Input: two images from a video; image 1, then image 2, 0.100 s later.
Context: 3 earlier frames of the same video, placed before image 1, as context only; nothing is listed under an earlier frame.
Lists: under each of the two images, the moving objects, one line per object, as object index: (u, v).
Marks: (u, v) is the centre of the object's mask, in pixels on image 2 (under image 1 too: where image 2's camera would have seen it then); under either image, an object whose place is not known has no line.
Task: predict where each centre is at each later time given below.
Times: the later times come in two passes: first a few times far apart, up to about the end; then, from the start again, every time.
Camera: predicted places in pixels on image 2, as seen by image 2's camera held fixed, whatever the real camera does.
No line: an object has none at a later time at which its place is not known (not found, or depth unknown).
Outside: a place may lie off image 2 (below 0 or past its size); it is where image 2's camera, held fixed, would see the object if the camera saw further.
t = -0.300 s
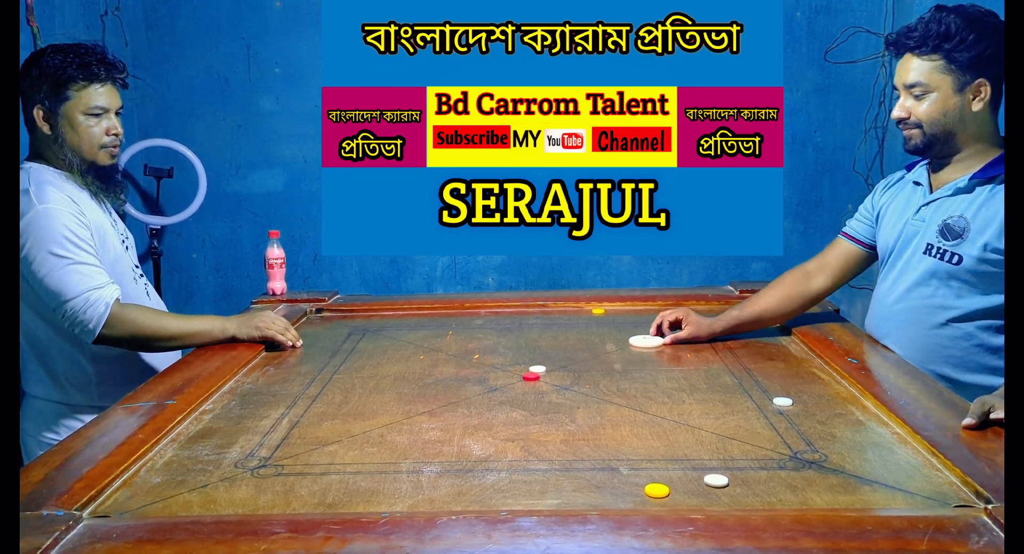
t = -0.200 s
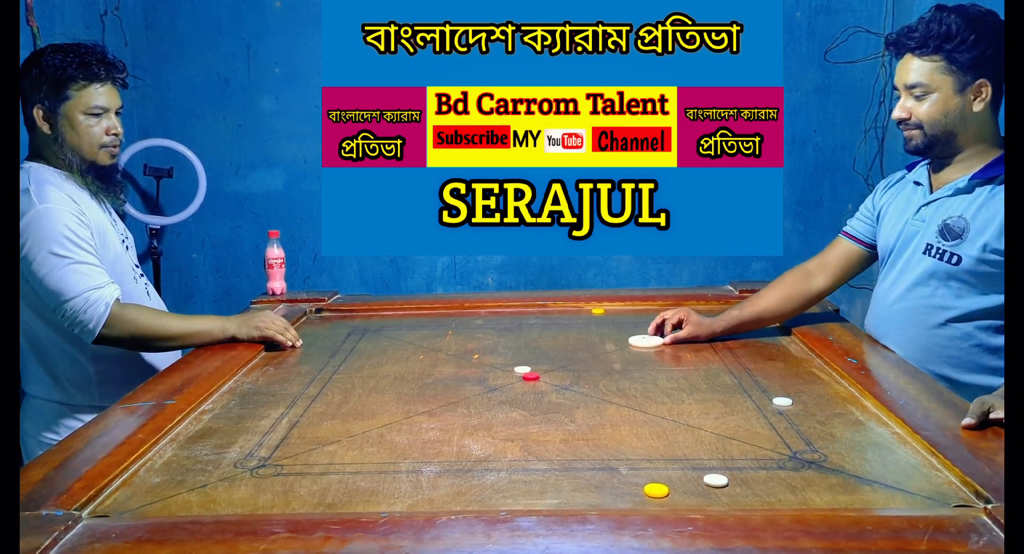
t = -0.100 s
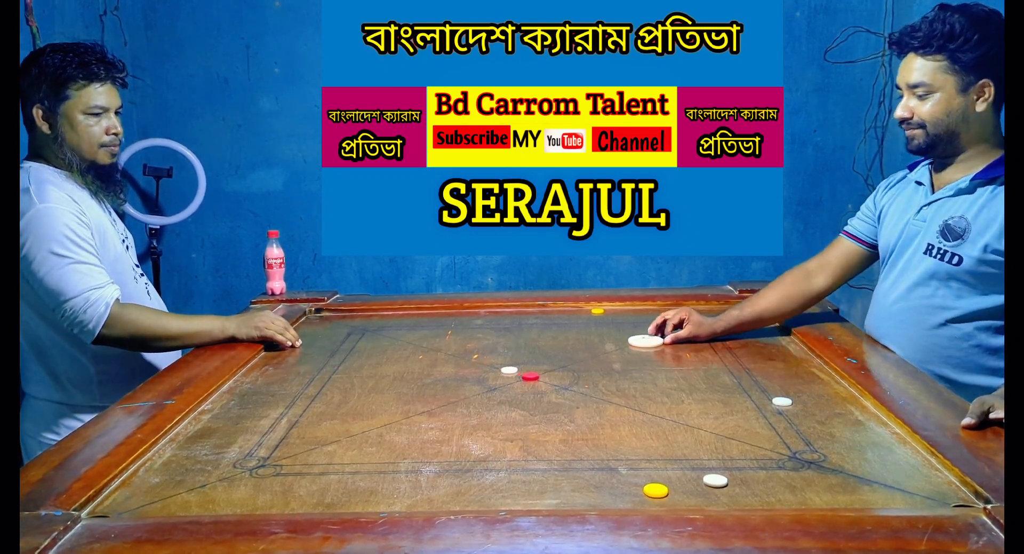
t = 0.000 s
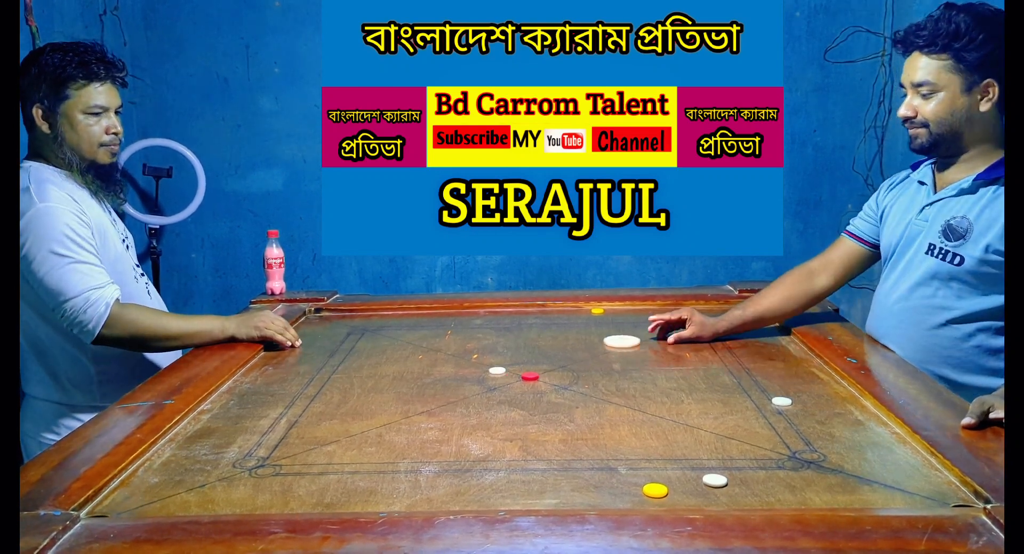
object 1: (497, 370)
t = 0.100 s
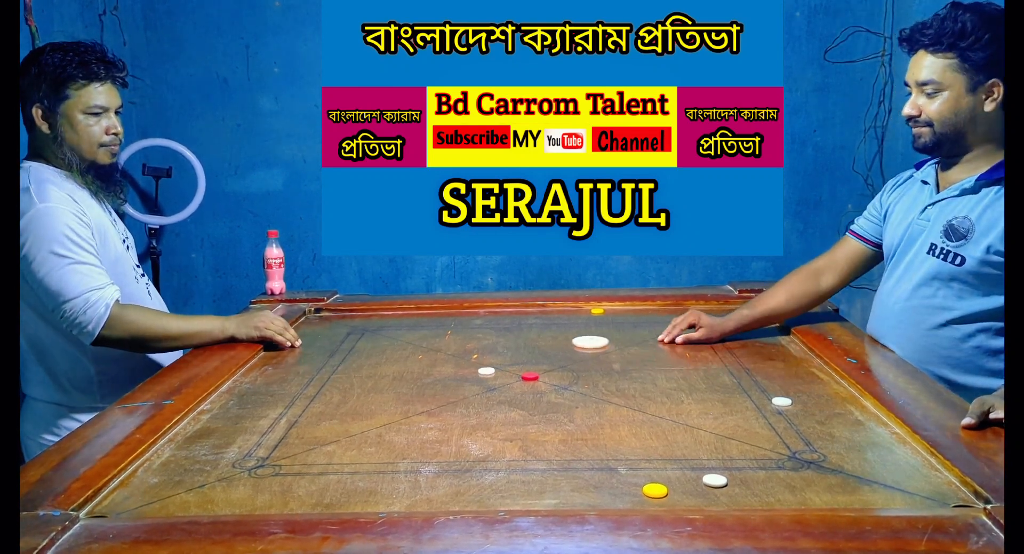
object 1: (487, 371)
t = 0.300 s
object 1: (470, 371)
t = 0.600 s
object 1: (453, 371)
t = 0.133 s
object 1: (483, 371)
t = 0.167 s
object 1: (480, 371)
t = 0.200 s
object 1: (478, 372)
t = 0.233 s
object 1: (475, 371)
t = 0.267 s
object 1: (472, 372)
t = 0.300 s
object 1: (470, 371)
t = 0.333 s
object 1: (467, 371)
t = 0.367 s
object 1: (465, 372)
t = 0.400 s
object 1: (463, 372)
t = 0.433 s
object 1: (461, 372)
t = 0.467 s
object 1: (459, 371)
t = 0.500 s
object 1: (457, 371)
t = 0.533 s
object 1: (455, 371)
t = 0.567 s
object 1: (454, 371)
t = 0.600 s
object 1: (453, 371)
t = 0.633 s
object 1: (451, 371)
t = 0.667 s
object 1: (450, 371)
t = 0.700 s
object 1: (449, 371)
